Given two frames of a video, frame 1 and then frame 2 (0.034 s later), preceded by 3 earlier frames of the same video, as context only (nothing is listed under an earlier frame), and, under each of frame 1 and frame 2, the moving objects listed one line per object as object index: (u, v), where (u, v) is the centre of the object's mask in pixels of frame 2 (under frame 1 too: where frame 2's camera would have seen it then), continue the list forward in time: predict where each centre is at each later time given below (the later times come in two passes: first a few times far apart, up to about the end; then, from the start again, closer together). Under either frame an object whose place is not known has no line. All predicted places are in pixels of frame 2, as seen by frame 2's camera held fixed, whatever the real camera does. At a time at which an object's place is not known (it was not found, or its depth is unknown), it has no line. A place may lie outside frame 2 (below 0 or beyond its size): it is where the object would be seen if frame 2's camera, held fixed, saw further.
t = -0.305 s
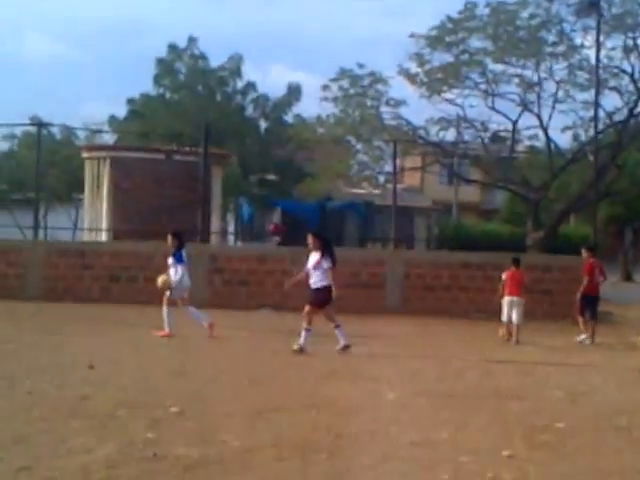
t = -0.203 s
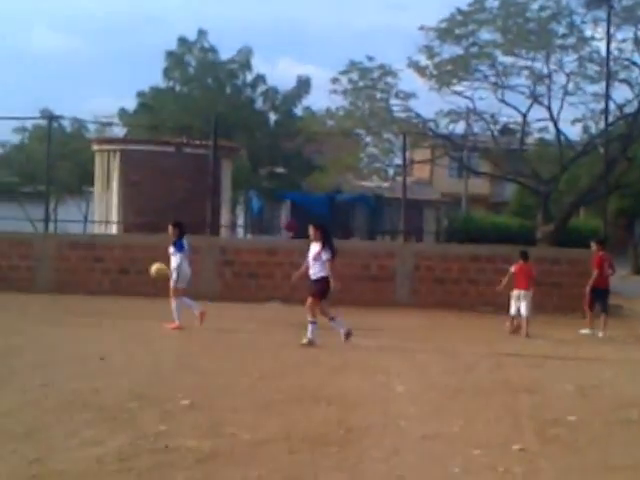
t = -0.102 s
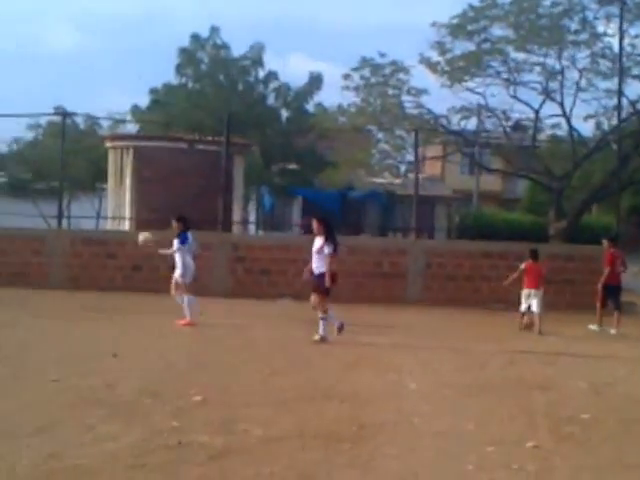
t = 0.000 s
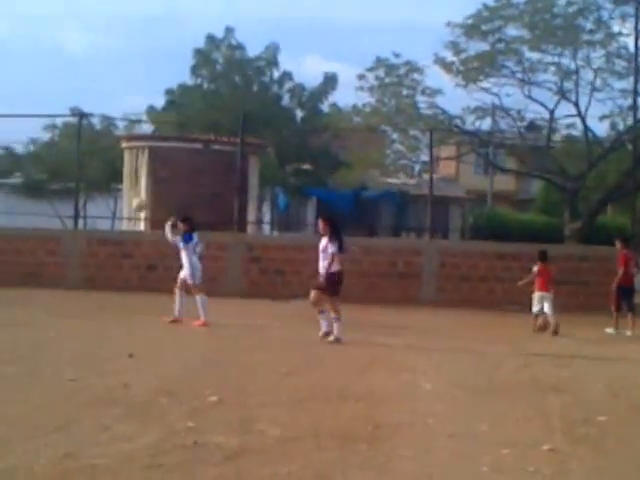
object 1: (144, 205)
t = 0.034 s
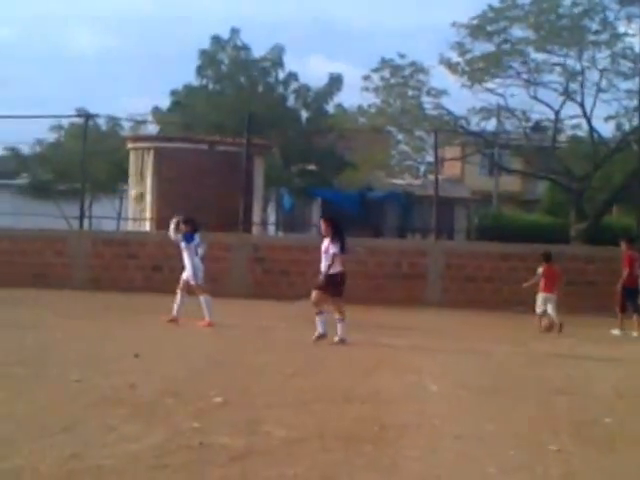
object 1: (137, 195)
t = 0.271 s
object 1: (86, 141)
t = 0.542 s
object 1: (25, 130)
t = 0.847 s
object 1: (-47, 177)
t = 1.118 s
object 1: (-117, 278)
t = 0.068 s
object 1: (130, 185)
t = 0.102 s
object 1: (123, 177)
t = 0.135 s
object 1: (117, 166)
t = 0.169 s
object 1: (109, 159)
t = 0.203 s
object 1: (101, 152)
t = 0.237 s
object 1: (94, 146)
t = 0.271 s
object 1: (86, 141)
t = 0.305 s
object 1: (79, 137)
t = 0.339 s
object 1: (72, 133)
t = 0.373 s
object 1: (64, 132)
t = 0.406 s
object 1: (56, 130)
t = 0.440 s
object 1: (49, 130)
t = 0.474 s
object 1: (41, 129)
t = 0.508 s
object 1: (33, 130)
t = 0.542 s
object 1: (25, 130)
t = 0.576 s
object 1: (17, 133)
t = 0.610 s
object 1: (9, 135)
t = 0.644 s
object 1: (2, 140)
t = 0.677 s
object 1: (-7, 143)
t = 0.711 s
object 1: (-14, 152)
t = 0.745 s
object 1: (-21, 152)
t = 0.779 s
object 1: (-31, 160)
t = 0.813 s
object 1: (-38, 168)
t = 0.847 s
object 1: (-47, 177)
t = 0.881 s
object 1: (-54, 187)
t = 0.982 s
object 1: (-83, 221)
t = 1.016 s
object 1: (-92, 234)
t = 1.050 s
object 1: (-100, 248)
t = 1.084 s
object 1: (-109, 263)
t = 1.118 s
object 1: (-117, 278)
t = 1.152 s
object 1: (-127, 295)
